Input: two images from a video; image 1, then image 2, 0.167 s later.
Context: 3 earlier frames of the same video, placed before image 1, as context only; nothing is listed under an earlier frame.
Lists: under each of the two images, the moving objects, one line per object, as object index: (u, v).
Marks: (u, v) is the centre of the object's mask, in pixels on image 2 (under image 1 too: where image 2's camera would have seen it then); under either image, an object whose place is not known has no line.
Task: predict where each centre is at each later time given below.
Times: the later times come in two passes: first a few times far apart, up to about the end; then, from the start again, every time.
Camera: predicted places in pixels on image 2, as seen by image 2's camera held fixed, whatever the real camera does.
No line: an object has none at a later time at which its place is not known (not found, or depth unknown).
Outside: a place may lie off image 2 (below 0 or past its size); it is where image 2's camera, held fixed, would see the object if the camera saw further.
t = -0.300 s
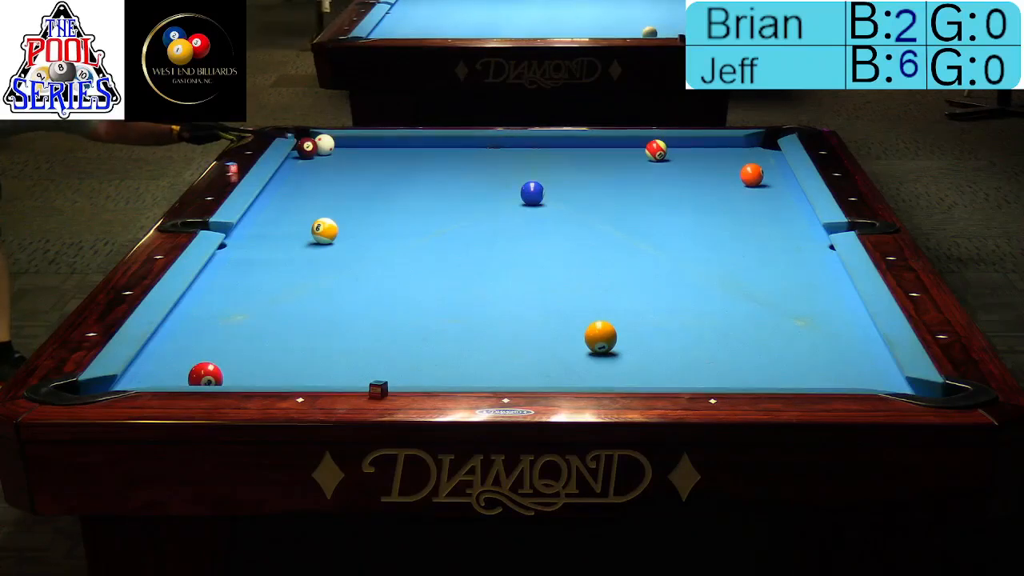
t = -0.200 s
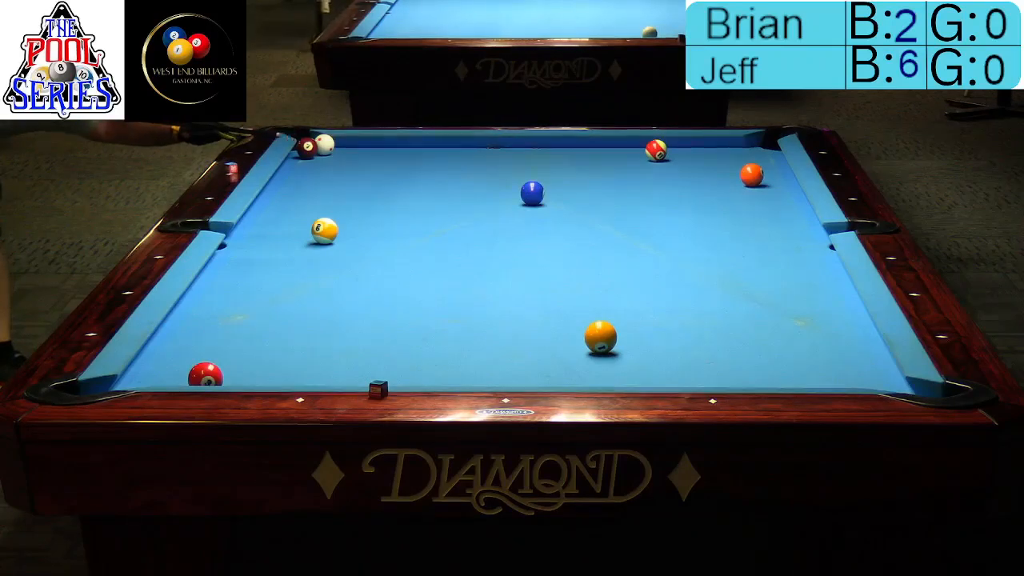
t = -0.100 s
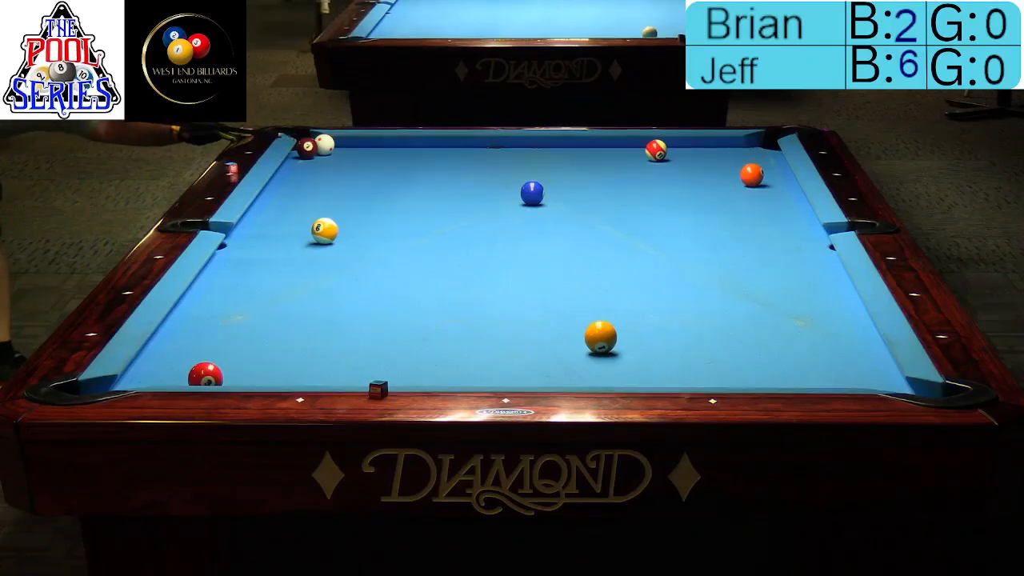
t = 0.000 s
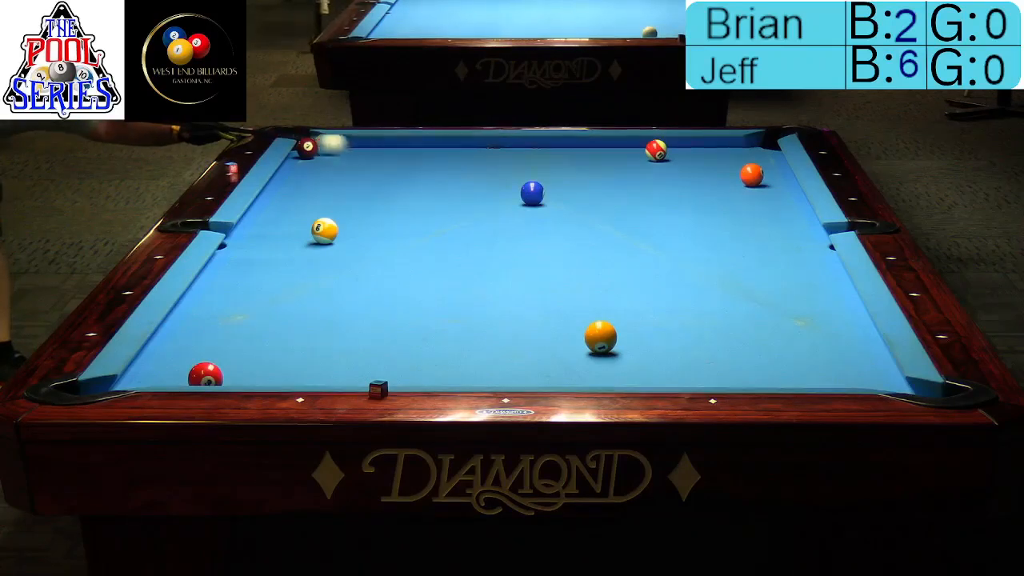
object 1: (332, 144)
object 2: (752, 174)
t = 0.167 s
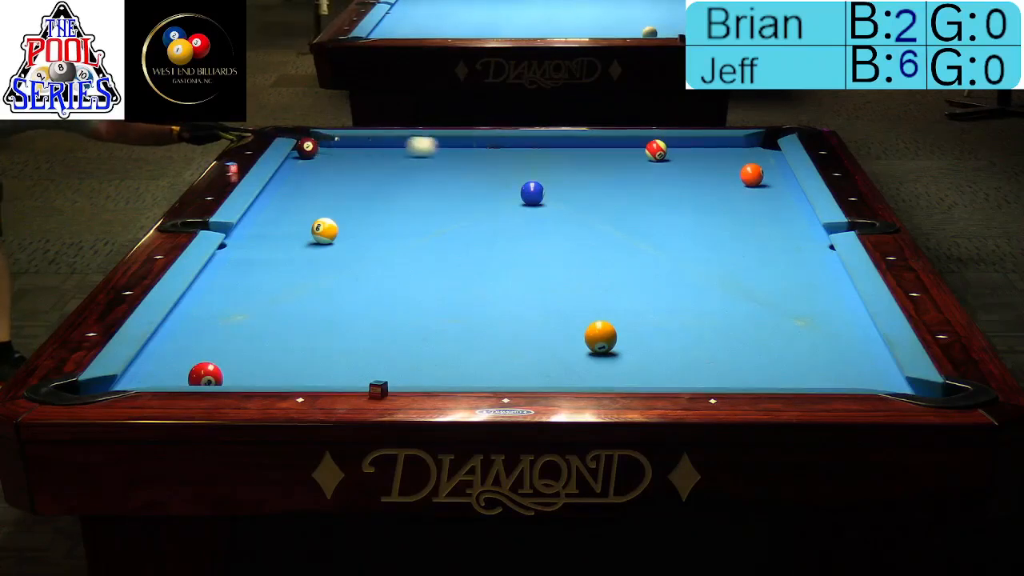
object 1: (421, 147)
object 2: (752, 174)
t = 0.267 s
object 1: (476, 148)
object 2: (752, 174)
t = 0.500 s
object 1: (603, 151)
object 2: (752, 174)
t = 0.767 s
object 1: (682, 160)
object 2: (752, 174)
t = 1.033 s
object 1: (743, 165)
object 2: (752, 175)
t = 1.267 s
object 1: (771, 170)
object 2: (757, 181)
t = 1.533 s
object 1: (732, 174)
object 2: (762, 187)
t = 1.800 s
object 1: (699, 175)
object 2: (768, 193)
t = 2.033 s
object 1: (672, 176)
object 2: (772, 198)
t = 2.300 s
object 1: (643, 178)
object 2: (777, 204)
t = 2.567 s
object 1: (617, 179)
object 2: (783, 209)
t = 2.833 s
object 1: (593, 180)
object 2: (788, 215)
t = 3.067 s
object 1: (575, 181)
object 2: (792, 218)
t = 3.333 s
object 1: (556, 182)
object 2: (796, 222)
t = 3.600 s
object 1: (543, 180)
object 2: (800, 226)
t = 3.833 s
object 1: (527, 178)
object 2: (803, 229)
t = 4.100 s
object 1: (515, 183)
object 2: (806, 232)
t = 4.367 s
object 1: (509, 184)
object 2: (807, 233)
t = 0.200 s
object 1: (439, 147)
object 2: (752, 174)
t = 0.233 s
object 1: (458, 147)
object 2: (752, 174)
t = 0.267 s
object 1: (476, 148)
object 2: (752, 174)
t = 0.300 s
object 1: (495, 148)
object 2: (752, 174)
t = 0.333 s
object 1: (512, 149)
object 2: (752, 174)
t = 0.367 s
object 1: (530, 149)
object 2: (752, 174)
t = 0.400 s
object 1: (549, 150)
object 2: (752, 174)
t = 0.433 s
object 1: (567, 150)
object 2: (752, 174)
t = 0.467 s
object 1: (585, 150)
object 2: (752, 174)
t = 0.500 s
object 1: (603, 151)
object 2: (752, 174)
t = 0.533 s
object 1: (621, 151)
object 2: (752, 174)
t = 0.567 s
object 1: (637, 152)
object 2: (752, 174)
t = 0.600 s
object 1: (643, 154)
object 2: (752, 174)
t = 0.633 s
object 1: (650, 155)
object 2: (752, 174)
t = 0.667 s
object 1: (657, 156)
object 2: (752, 174)
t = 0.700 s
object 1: (665, 158)
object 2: (752, 174)
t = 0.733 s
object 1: (673, 159)
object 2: (752, 174)
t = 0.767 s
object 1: (682, 160)
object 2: (752, 174)
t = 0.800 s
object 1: (690, 161)
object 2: (752, 174)
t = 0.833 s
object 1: (698, 163)
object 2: (752, 174)
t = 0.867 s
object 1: (706, 164)
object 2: (752, 174)
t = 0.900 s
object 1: (715, 165)
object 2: (752, 174)
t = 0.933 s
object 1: (722, 166)
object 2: (752, 174)
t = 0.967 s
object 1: (730, 167)
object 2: (752, 174)
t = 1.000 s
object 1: (736, 168)
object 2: (752, 175)
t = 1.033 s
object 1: (743, 165)
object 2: (752, 175)
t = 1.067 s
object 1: (759, 166)
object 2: (752, 175)
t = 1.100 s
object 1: (767, 169)
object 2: (753, 176)
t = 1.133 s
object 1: (772, 171)
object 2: (754, 177)
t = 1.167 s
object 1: (777, 171)
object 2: (755, 178)
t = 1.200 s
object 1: (778, 172)
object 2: (755, 178)
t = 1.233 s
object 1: (775, 171)
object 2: (756, 179)
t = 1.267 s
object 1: (771, 170)
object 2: (757, 181)
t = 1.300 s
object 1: (766, 169)
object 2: (757, 181)
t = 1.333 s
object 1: (759, 168)
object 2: (759, 182)
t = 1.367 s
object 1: (753, 169)
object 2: (759, 183)
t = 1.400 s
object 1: (749, 171)
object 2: (760, 184)
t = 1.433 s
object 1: (744, 172)
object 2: (760, 184)
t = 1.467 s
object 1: (741, 173)
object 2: (761, 185)
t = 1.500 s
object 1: (737, 174)
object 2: (762, 186)
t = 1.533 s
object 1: (732, 174)
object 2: (762, 187)
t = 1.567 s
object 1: (728, 174)
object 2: (763, 188)
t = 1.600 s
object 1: (724, 174)
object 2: (764, 188)
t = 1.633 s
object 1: (720, 174)
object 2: (764, 189)
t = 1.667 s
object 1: (715, 175)
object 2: (765, 190)
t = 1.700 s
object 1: (711, 175)
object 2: (766, 191)
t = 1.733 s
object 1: (707, 175)
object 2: (766, 191)
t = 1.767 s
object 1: (703, 175)
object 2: (767, 192)
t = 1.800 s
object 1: (699, 175)
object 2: (768, 193)
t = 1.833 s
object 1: (695, 175)
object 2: (768, 194)
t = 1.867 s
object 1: (691, 175)
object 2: (769, 194)
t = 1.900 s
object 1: (687, 175)
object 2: (770, 196)
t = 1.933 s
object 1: (683, 176)
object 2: (770, 196)
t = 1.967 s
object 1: (679, 176)
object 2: (771, 197)
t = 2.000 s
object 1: (675, 176)
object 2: (772, 198)
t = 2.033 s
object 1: (672, 176)
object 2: (772, 198)
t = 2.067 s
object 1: (668, 176)
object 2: (773, 199)
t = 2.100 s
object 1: (664, 177)
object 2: (773, 200)
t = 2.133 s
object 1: (661, 177)
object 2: (774, 200)
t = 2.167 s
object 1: (657, 177)
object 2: (775, 201)
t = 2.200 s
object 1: (653, 177)
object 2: (776, 202)
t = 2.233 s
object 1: (650, 177)
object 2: (776, 203)
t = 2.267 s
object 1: (646, 178)
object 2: (777, 203)
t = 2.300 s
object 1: (643, 178)
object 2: (777, 204)
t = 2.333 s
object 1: (639, 178)
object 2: (778, 205)
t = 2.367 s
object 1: (636, 178)
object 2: (779, 206)
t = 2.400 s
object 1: (633, 178)
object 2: (779, 206)
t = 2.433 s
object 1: (629, 178)
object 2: (780, 207)
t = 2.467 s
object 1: (626, 179)
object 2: (781, 207)
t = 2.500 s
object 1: (623, 179)
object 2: (781, 208)
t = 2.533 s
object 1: (620, 179)
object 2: (782, 209)
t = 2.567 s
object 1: (617, 179)
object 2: (783, 209)
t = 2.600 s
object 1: (614, 179)
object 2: (784, 210)
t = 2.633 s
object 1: (610, 179)
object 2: (784, 211)
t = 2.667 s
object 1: (607, 179)
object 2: (785, 211)
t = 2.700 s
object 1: (605, 179)
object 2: (785, 212)
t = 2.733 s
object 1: (602, 180)
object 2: (786, 213)
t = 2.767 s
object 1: (599, 180)
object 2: (787, 213)
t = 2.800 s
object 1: (596, 180)
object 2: (787, 214)
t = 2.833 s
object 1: (593, 180)
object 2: (788, 215)
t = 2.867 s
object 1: (590, 180)
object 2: (789, 215)
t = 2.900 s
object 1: (588, 180)
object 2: (789, 216)
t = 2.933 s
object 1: (585, 181)
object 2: (790, 216)
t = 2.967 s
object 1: (583, 181)
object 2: (790, 217)
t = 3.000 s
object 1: (580, 181)
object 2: (791, 217)
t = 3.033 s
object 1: (577, 181)
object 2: (791, 218)
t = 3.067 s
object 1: (575, 181)
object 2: (792, 218)
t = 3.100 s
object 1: (572, 181)
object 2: (793, 219)
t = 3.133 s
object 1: (570, 181)
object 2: (793, 219)
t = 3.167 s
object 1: (568, 182)
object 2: (794, 220)
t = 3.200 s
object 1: (565, 181)
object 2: (794, 221)
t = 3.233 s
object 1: (563, 182)
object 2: (795, 221)
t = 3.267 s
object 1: (561, 182)
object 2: (795, 222)
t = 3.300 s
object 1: (558, 182)
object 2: (796, 222)
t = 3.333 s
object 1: (556, 182)
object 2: (796, 222)
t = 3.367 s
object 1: (554, 182)
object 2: (797, 223)
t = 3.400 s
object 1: (552, 182)
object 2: (797, 223)
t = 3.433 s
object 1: (551, 182)
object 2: (798, 224)
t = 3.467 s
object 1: (549, 182)
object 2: (798, 224)
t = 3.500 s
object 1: (547, 181)
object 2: (799, 225)
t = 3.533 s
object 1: (546, 181)
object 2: (799, 225)
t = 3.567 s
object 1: (544, 181)
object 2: (799, 226)
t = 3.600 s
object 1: (543, 180)
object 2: (800, 226)
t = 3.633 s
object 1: (541, 180)
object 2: (800, 227)
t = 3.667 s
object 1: (539, 179)
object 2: (801, 227)
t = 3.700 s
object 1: (537, 179)
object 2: (802, 228)
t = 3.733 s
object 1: (534, 178)
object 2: (802, 228)
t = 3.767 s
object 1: (532, 178)
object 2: (803, 228)
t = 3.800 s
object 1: (529, 178)
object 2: (803, 229)
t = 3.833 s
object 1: (527, 178)
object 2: (803, 229)
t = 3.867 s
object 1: (525, 179)
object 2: (804, 229)
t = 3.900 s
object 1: (523, 180)
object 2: (804, 230)
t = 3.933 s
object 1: (522, 180)
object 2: (804, 230)
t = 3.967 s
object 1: (520, 181)
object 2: (805, 230)
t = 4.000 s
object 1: (519, 181)
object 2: (805, 231)
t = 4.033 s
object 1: (518, 182)
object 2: (805, 231)
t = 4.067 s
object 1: (516, 182)
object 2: (806, 231)
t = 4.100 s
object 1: (515, 183)
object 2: (806, 232)
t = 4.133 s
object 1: (515, 183)
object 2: (806, 232)
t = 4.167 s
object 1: (514, 183)
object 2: (806, 232)
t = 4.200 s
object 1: (513, 184)
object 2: (807, 232)
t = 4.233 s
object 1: (512, 184)
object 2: (807, 233)
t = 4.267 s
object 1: (511, 184)
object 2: (807, 233)
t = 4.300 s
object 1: (510, 184)
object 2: (807, 233)
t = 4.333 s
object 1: (510, 184)
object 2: (807, 233)
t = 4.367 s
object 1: (509, 184)
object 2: (807, 233)
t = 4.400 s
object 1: (508, 185)
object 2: (807, 234)
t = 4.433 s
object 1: (507, 185)
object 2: (807, 234)
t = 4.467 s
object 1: (506, 185)
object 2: (808, 234)
